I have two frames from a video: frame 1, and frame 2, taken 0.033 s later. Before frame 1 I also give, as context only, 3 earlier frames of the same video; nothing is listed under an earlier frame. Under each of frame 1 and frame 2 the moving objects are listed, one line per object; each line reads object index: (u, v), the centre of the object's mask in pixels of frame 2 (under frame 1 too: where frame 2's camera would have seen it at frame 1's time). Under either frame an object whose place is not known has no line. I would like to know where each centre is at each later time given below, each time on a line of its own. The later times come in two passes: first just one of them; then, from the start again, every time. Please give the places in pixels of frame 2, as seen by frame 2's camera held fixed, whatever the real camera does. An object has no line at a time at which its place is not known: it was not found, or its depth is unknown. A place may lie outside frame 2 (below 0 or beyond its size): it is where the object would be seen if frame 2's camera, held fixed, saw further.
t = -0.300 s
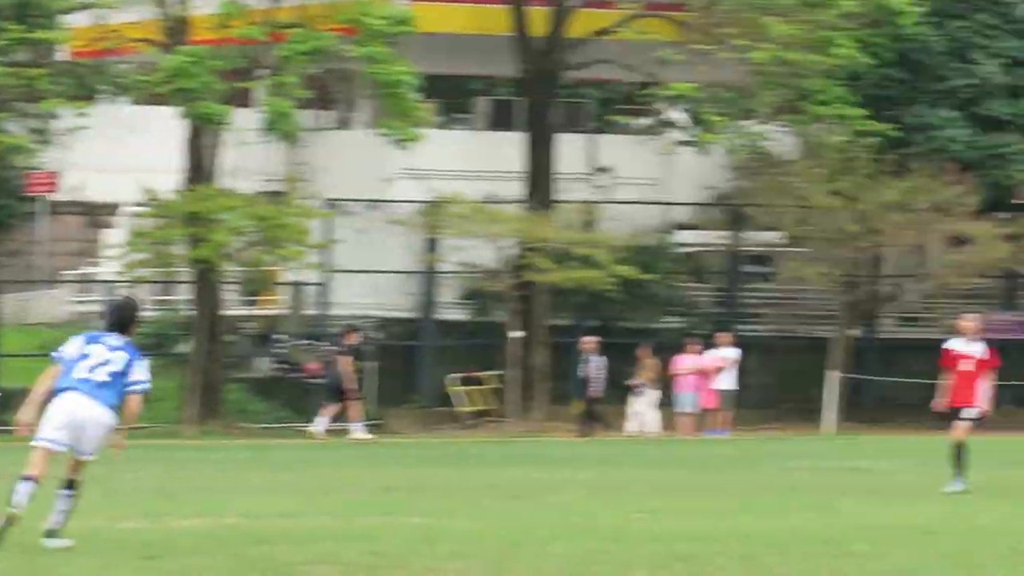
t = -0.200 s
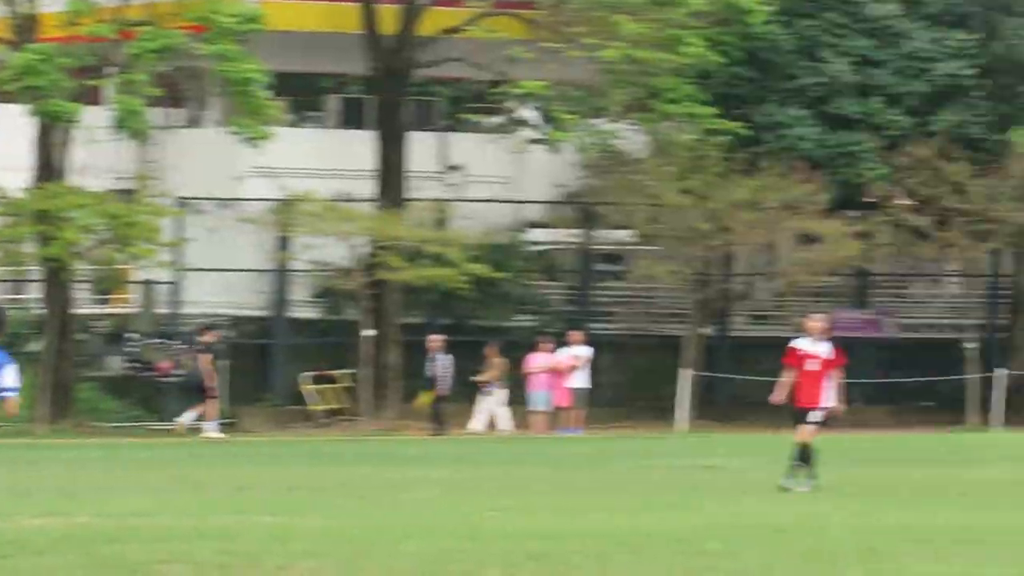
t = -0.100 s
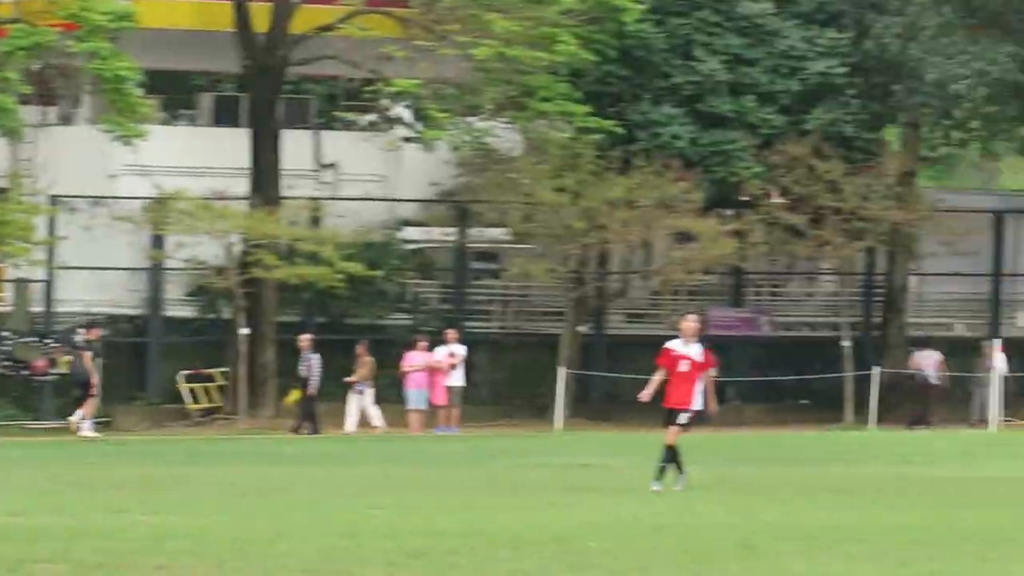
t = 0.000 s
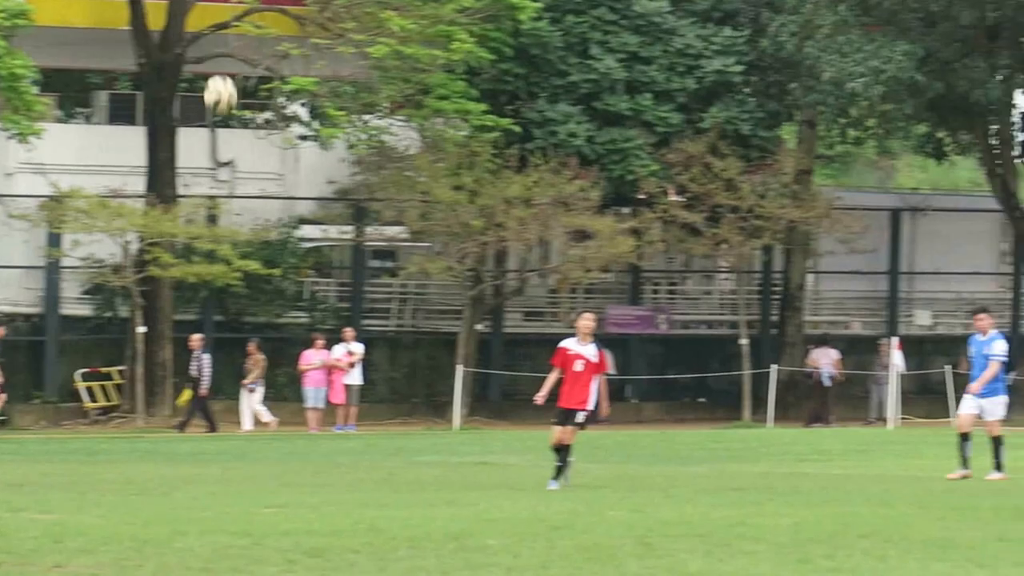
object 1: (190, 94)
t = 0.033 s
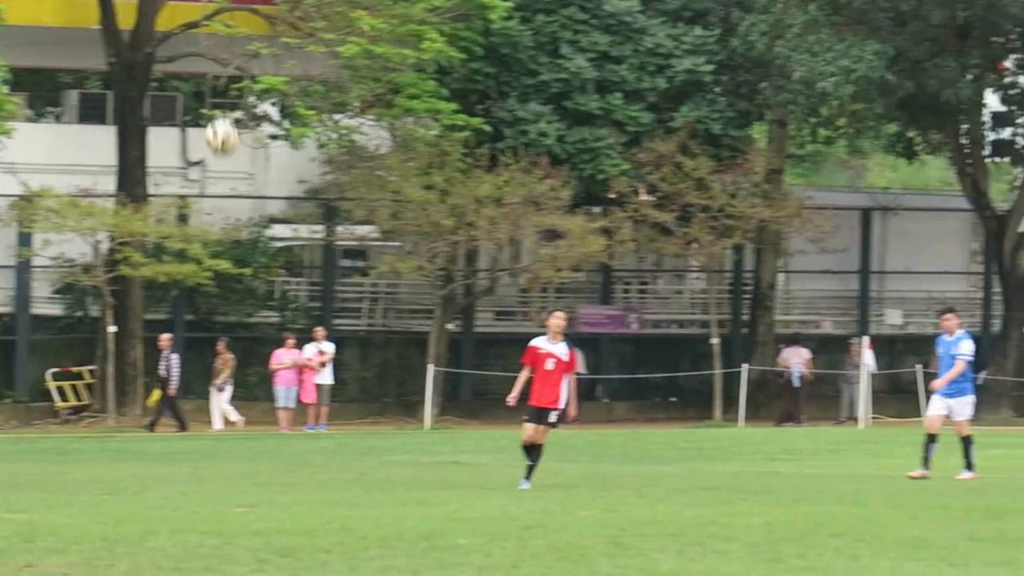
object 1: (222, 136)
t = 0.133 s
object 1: (313, 273)
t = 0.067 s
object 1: (252, 180)
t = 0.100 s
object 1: (283, 226)
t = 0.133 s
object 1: (313, 273)
